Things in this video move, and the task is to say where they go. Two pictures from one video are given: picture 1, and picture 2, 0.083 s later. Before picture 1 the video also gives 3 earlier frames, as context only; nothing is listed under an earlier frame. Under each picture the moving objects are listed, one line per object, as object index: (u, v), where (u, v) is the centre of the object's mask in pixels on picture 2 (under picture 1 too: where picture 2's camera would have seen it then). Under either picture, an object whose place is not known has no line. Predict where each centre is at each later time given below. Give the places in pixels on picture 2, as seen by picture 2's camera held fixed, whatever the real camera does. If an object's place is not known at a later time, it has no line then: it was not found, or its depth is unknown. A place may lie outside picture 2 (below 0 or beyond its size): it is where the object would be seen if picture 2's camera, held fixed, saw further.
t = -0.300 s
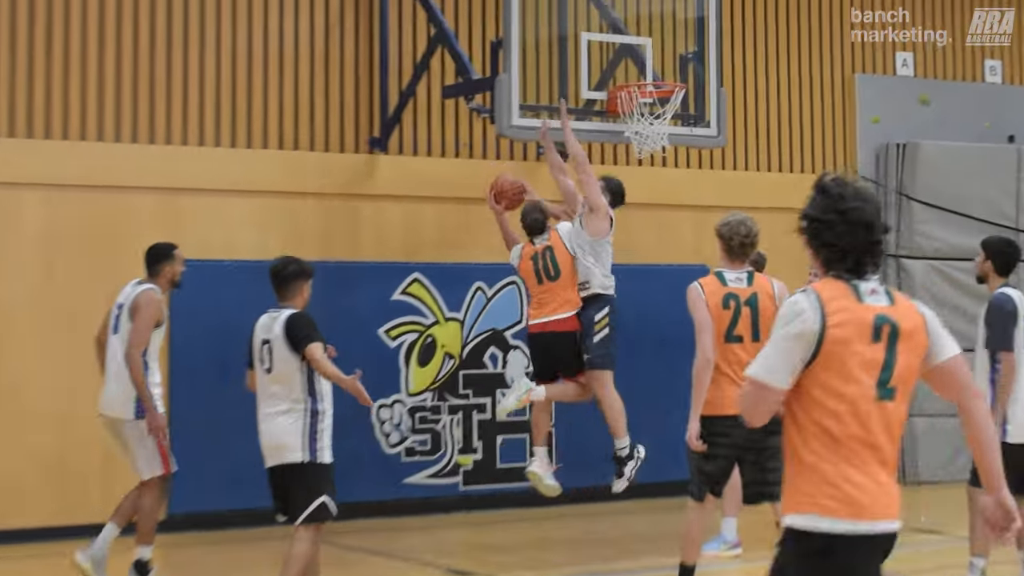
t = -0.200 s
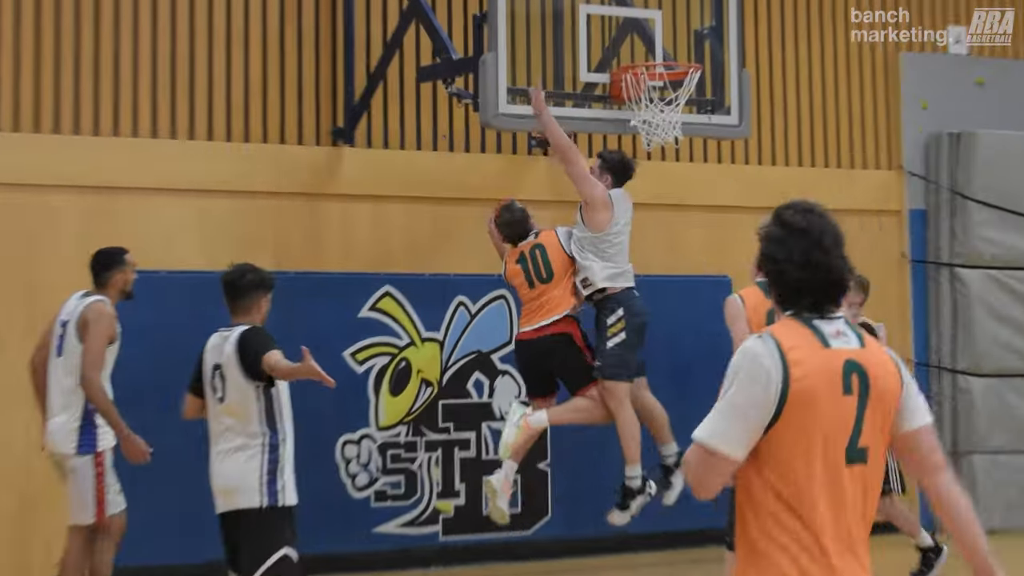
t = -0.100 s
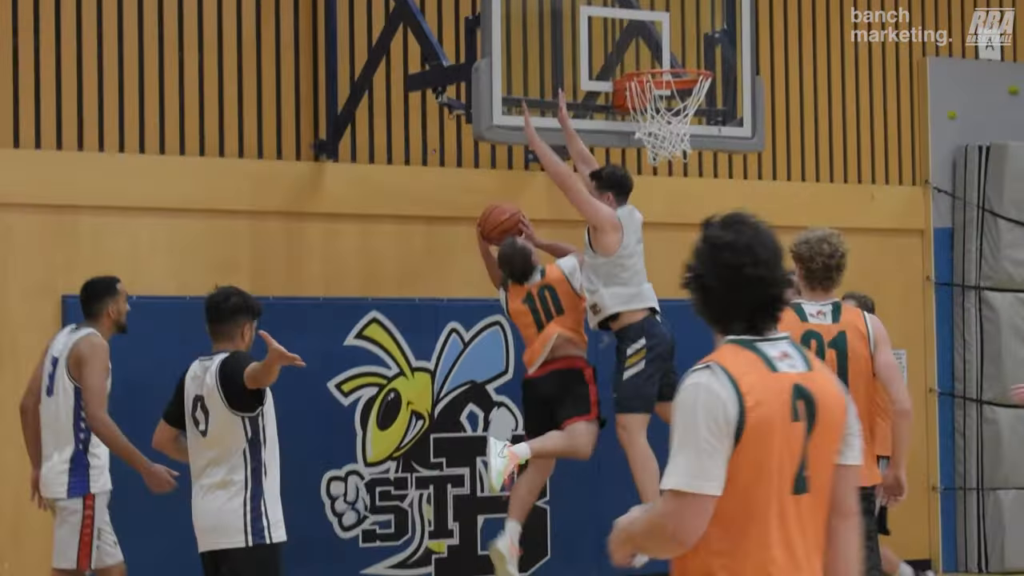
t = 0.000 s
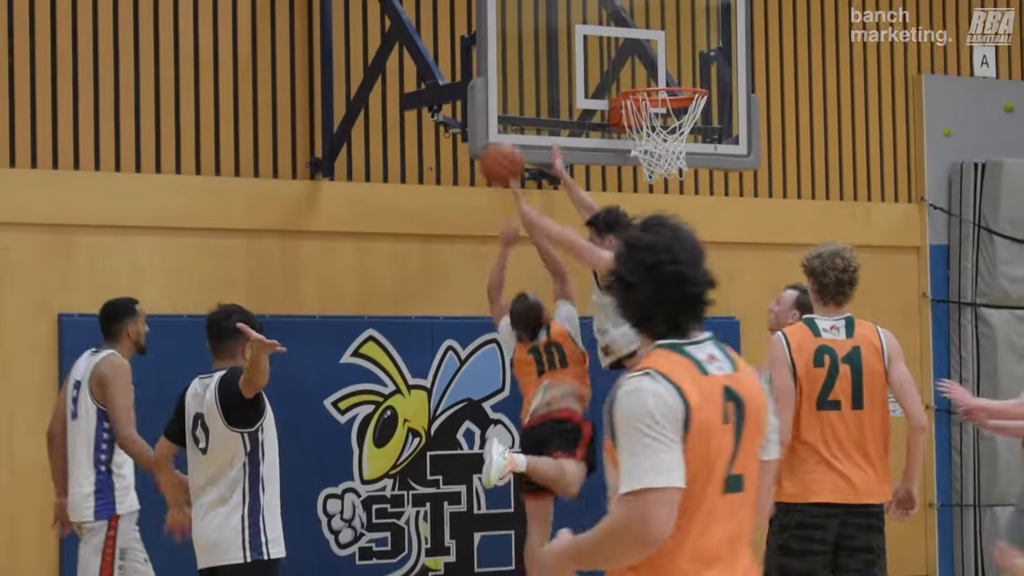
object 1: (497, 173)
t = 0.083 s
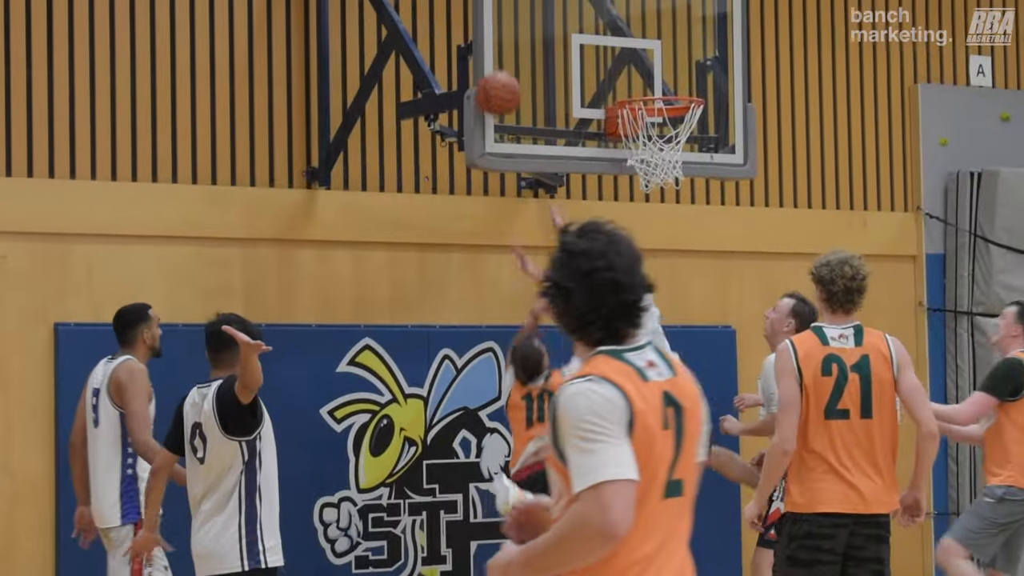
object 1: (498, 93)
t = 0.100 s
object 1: (499, 79)
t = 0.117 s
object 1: (498, 65)
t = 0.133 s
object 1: (498, 52)
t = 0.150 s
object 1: (498, 39)
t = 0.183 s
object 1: (498, 16)
